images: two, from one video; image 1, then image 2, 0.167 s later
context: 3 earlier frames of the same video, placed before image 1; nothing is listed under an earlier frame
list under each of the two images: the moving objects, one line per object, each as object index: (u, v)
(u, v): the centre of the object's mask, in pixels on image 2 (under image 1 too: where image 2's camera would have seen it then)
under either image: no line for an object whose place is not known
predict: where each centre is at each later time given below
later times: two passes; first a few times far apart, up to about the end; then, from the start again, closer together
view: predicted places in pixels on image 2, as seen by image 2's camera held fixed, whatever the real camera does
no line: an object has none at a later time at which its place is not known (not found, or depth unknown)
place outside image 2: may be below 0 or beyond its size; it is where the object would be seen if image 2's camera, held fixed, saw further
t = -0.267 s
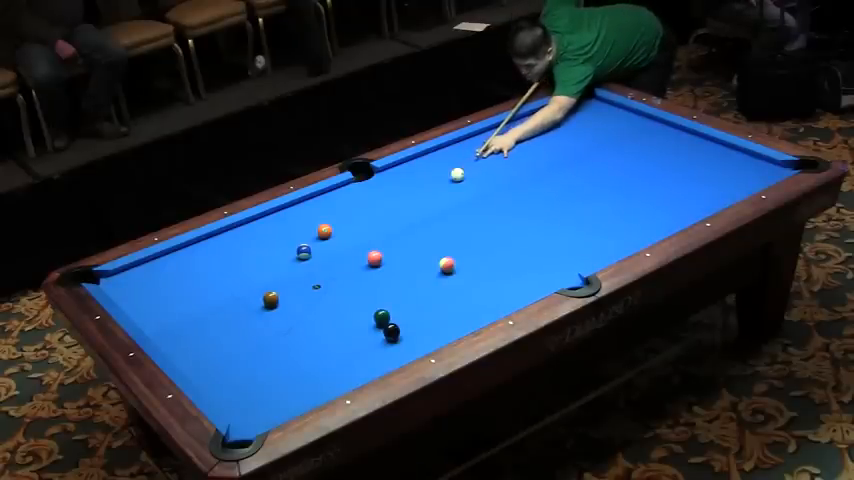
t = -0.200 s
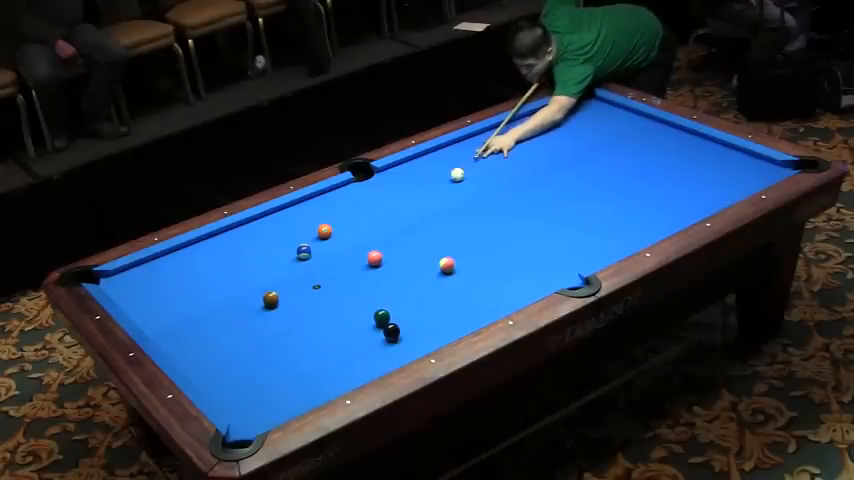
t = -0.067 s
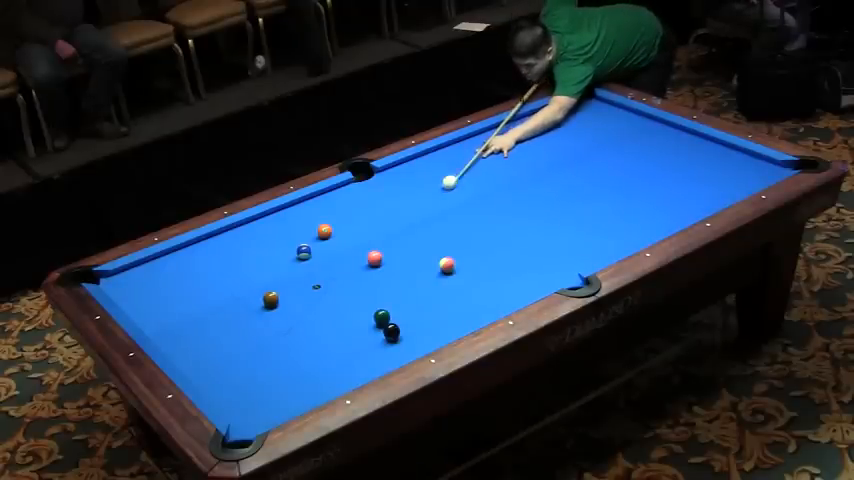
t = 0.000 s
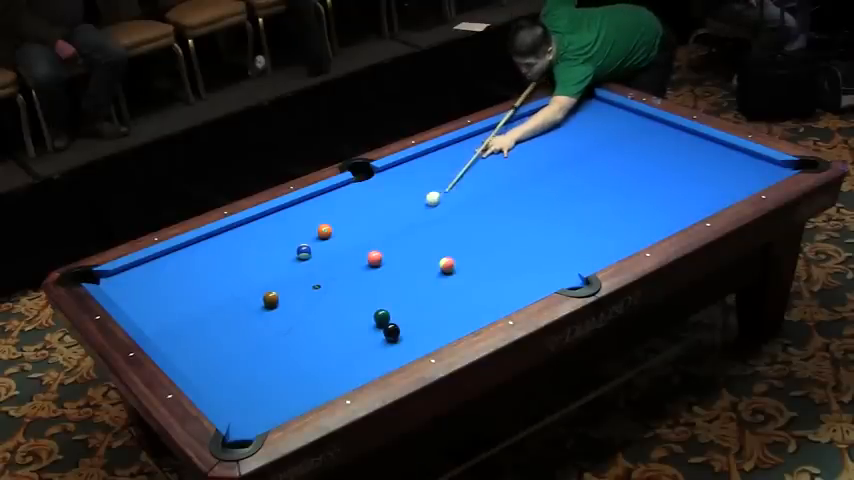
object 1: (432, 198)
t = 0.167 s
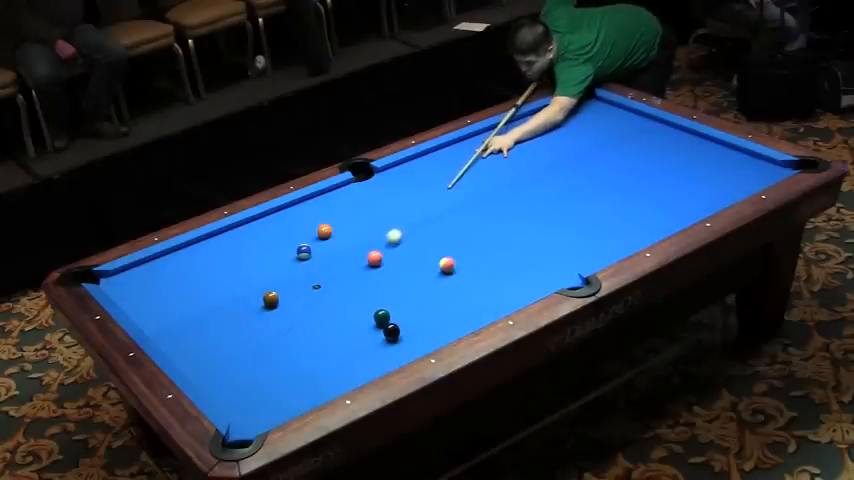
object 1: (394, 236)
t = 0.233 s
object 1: (381, 249)
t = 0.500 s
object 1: (369, 251)
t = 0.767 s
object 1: (361, 251)
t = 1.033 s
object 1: (353, 250)
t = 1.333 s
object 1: (346, 250)
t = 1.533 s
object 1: (343, 250)
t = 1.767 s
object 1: (340, 250)
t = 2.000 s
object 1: (337, 249)
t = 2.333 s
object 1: (335, 249)
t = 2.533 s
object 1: (335, 249)
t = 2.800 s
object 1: (335, 249)
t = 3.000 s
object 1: (335, 249)
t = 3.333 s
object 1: (335, 249)
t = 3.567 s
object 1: (335, 249)
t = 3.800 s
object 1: (335, 249)
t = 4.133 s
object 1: (335, 249)
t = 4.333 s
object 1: (335, 249)
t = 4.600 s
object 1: (335, 249)
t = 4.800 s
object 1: (335, 249)
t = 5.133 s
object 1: (335, 249)
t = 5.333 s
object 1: (335, 249)
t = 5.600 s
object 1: (335, 249)
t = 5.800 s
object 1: (335, 249)
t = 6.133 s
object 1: (335, 249)
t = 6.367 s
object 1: (335, 249)
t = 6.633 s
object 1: (335, 249)
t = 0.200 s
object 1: (387, 243)
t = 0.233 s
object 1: (381, 249)
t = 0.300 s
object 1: (377, 251)
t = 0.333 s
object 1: (376, 250)
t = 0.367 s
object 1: (374, 251)
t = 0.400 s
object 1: (373, 251)
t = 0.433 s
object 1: (372, 251)
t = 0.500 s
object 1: (369, 251)
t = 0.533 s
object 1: (368, 251)
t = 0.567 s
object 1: (367, 251)
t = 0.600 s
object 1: (366, 251)
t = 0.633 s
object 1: (365, 251)
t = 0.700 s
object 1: (363, 251)
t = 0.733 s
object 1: (362, 251)
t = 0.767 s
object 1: (361, 251)
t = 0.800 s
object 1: (360, 250)
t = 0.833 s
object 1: (359, 250)
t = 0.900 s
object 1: (357, 250)
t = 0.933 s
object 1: (356, 250)
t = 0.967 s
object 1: (355, 250)
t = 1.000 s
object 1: (354, 250)
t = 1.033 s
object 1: (353, 250)
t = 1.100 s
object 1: (352, 250)
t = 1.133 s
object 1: (351, 250)
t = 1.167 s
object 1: (350, 250)
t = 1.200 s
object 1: (349, 250)
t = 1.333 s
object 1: (346, 250)
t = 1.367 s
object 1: (346, 250)
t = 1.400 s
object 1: (345, 250)
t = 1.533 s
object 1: (343, 250)
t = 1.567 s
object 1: (343, 250)
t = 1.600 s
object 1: (342, 250)
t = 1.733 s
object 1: (340, 250)
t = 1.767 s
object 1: (340, 250)
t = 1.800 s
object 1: (339, 249)
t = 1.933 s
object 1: (338, 249)
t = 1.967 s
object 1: (337, 249)
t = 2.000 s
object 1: (337, 249)
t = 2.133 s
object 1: (336, 249)
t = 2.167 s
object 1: (336, 249)
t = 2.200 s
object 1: (336, 249)
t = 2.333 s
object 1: (335, 249)
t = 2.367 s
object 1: (335, 249)
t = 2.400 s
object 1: (335, 249)
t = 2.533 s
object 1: (335, 249)
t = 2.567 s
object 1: (335, 249)
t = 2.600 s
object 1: (335, 249)
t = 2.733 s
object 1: (335, 249)
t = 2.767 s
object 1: (335, 249)
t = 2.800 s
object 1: (335, 249)
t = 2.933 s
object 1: (335, 249)
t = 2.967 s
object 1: (335, 249)
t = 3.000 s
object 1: (335, 249)
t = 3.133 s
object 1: (335, 249)
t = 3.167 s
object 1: (335, 249)
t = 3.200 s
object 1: (335, 249)
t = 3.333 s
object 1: (335, 249)
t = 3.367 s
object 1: (335, 249)
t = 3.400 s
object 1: (335, 249)
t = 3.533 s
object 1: (335, 249)
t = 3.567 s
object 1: (335, 249)
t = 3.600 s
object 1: (335, 249)
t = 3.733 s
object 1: (335, 249)
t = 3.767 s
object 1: (335, 249)
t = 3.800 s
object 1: (335, 249)
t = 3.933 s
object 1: (335, 249)
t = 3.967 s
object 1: (335, 249)
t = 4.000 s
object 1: (335, 249)
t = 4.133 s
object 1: (335, 249)
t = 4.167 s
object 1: (335, 249)
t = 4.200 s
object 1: (335, 249)
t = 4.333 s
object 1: (335, 249)
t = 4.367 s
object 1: (335, 249)
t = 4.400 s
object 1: (335, 249)
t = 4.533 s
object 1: (335, 249)
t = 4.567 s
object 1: (335, 249)
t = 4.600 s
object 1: (335, 249)
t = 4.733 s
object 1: (335, 249)
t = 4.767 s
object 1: (335, 249)
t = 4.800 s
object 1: (335, 249)
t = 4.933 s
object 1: (335, 249)
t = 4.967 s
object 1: (335, 249)
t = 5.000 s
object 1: (335, 249)
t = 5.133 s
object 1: (335, 249)
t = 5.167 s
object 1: (335, 249)
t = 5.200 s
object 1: (335, 249)
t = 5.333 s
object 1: (335, 249)
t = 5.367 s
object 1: (335, 249)
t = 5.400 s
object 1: (335, 249)
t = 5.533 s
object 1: (335, 249)
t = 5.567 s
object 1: (335, 249)
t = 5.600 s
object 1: (335, 249)
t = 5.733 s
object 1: (335, 249)
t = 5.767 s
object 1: (335, 249)
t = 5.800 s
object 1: (335, 249)
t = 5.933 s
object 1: (335, 249)
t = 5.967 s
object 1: (335, 249)
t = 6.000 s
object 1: (335, 249)
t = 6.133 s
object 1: (335, 249)
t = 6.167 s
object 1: (335, 249)
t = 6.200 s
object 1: (335, 249)
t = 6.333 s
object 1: (335, 249)
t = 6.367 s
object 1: (335, 249)
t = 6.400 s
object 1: (335, 249)
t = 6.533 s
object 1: (335, 249)
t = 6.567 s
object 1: (335, 249)
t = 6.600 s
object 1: (335, 249)
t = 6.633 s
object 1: (335, 249)
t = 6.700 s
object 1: (335, 249)
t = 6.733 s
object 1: (335, 249)
